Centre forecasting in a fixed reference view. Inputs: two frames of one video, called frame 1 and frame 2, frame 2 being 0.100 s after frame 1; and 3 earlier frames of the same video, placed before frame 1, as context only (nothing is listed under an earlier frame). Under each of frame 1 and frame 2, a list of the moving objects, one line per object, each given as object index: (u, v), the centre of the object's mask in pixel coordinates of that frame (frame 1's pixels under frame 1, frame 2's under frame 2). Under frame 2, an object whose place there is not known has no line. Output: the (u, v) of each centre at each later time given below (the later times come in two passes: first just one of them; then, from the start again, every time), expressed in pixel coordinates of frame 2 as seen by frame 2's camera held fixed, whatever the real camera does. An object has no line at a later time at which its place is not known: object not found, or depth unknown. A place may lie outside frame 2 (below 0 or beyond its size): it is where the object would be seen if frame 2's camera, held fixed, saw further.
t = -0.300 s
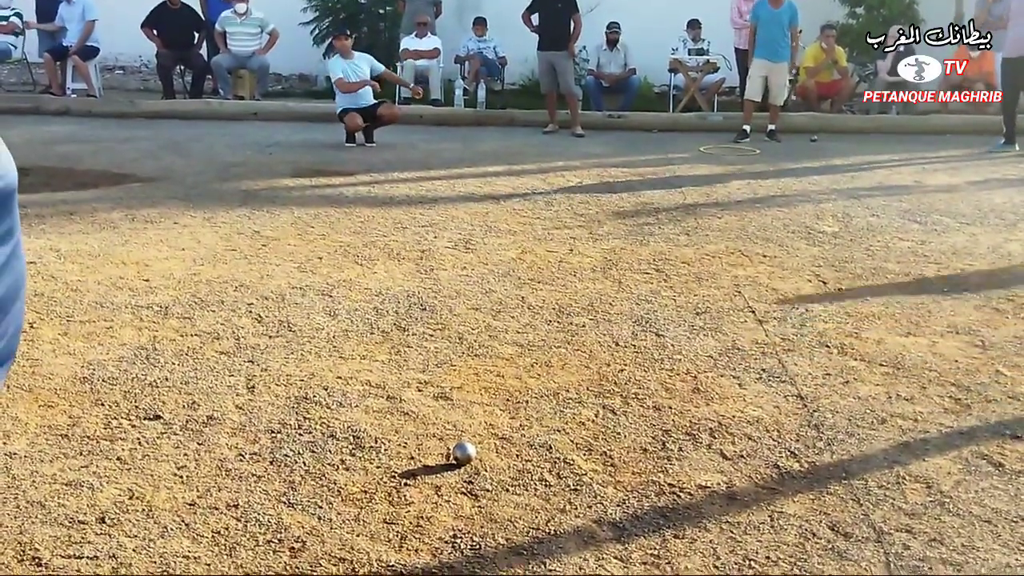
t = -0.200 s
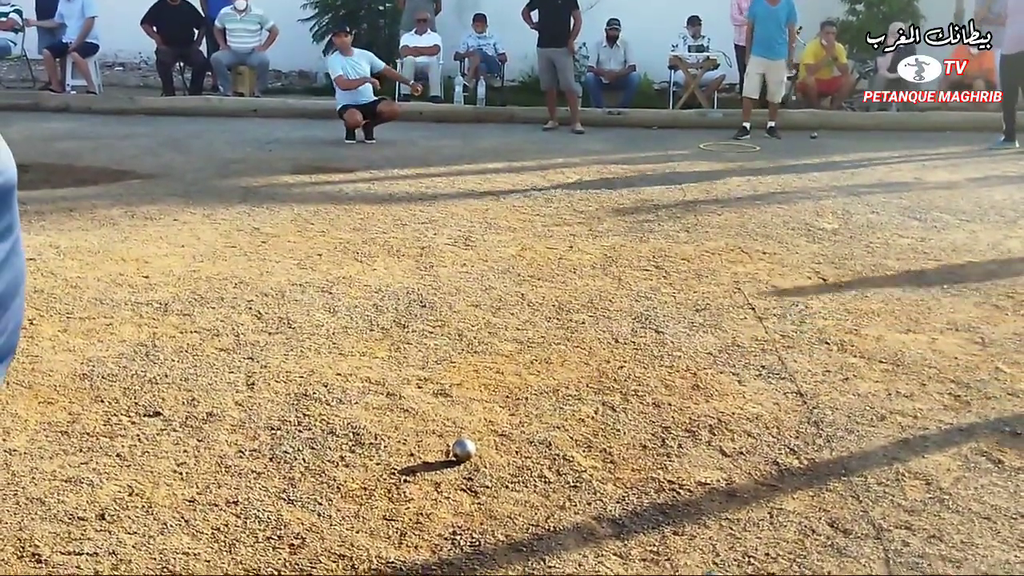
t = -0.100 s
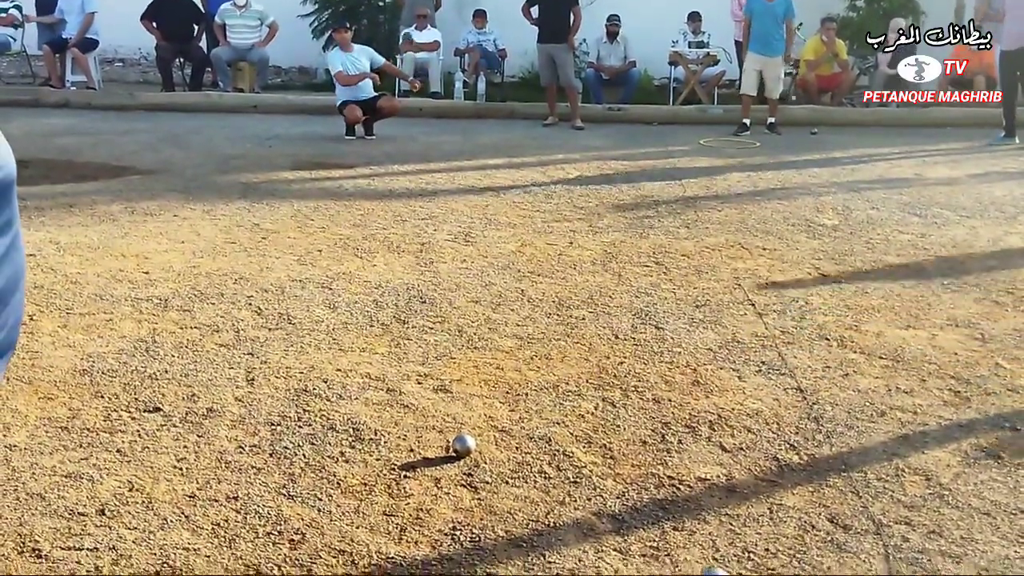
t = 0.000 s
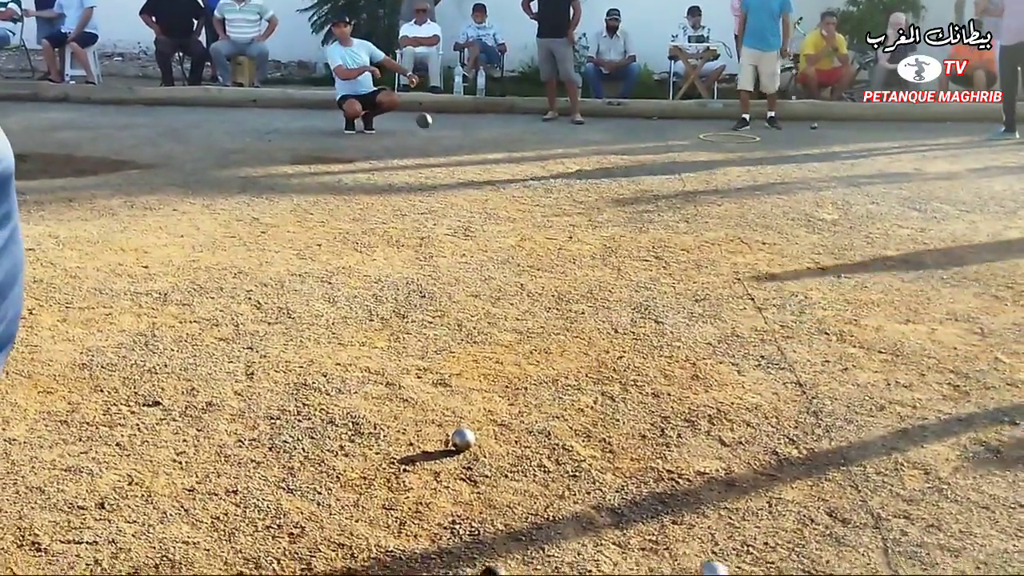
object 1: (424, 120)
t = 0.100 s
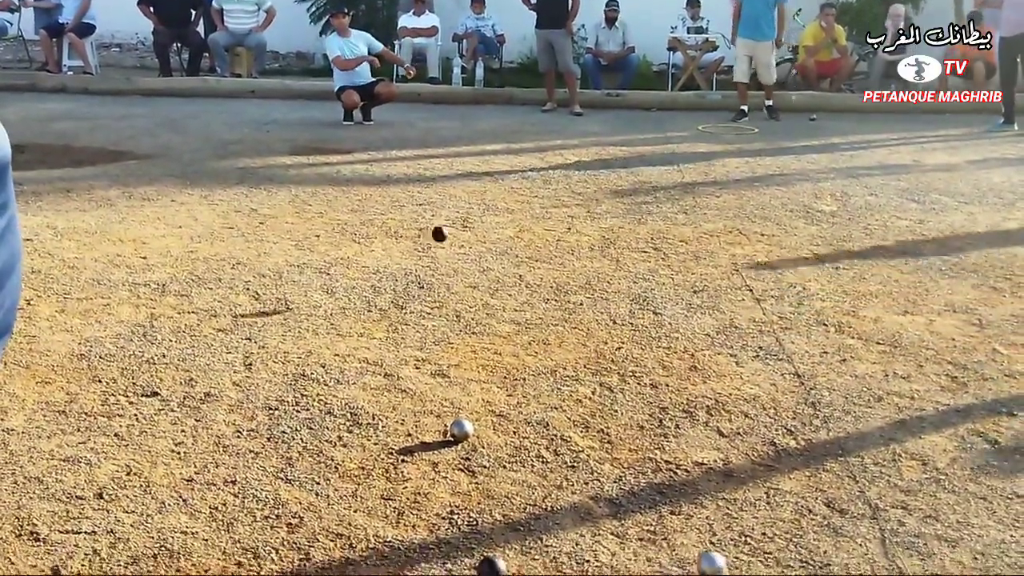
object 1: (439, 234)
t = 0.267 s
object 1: (482, 326)
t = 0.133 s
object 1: (445, 283)
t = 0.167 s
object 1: (453, 303)
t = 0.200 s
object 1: (462, 307)
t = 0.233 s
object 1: (472, 315)
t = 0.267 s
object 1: (482, 326)
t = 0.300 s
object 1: (491, 333)
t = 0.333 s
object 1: (500, 338)
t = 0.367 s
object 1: (510, 346)
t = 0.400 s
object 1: (520, 355)
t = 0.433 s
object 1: (531, 359)
